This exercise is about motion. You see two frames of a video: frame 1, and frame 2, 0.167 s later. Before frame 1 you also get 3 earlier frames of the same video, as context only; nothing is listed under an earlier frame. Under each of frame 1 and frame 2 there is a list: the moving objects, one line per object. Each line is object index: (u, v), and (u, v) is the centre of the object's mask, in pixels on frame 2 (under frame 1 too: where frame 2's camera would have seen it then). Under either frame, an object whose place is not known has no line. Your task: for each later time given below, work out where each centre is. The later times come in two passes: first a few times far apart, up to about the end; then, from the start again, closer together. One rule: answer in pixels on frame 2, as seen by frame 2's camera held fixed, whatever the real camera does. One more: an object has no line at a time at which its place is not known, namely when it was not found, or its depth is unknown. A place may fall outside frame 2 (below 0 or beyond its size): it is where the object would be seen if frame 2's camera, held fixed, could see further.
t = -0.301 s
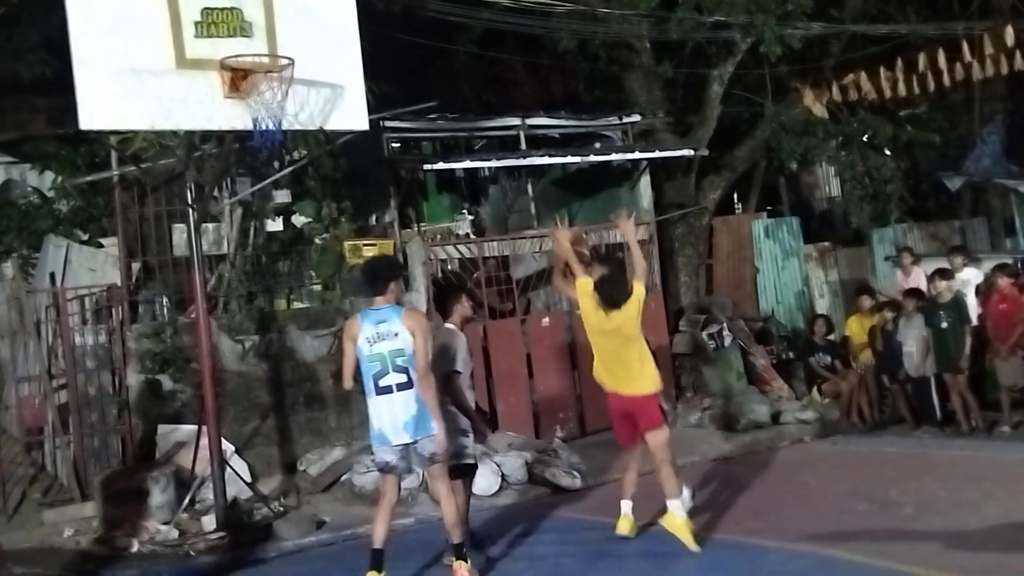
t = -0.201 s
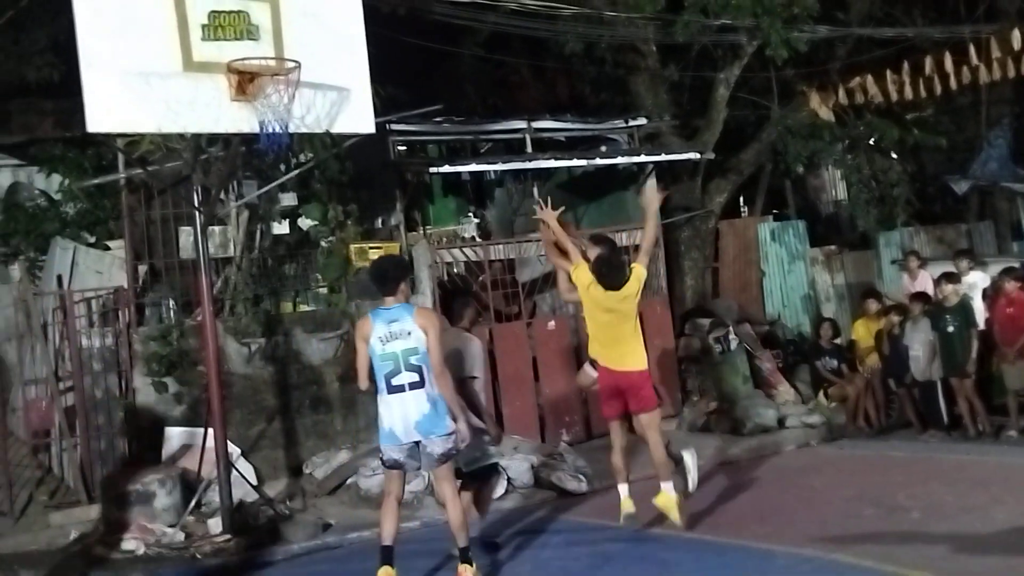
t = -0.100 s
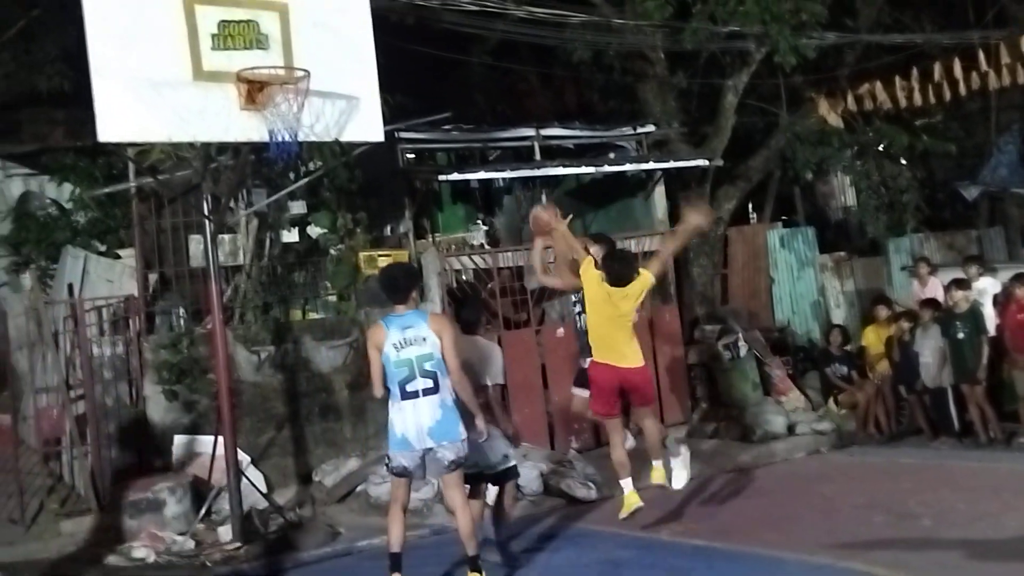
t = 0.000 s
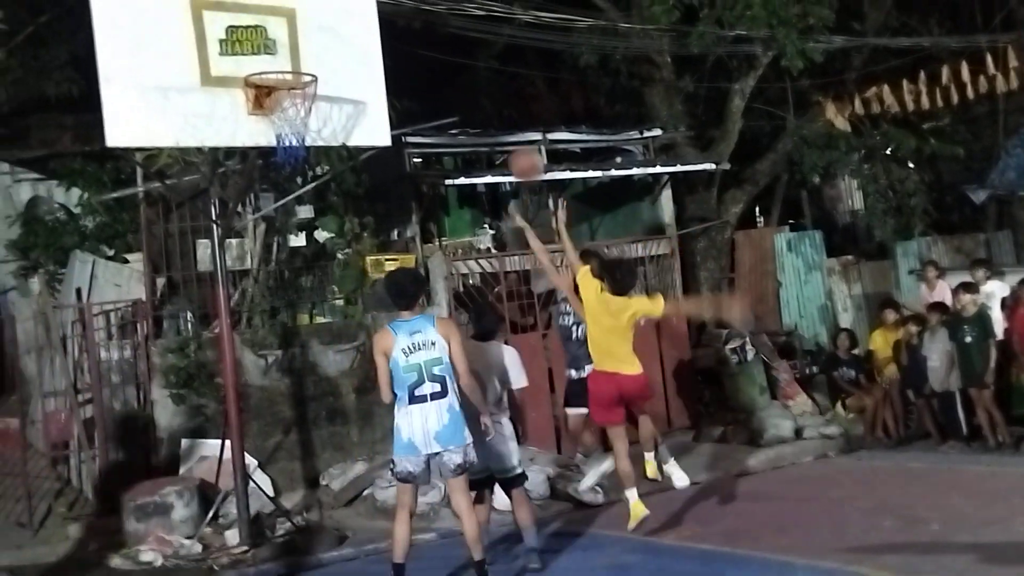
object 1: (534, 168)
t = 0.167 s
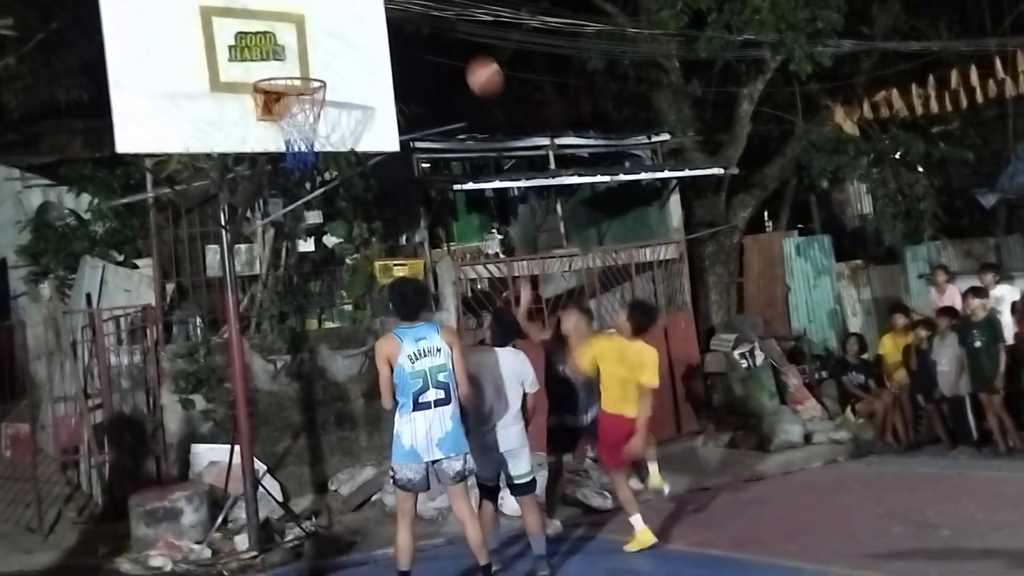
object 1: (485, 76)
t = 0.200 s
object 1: (475, 62)
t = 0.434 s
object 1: (413, 7)
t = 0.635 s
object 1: (366, 14)
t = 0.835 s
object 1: (339, 70)
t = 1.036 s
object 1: (403, 77)
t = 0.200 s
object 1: (475, 62)
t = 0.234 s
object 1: (466, 49)
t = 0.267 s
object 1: (457, 39)
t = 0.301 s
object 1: (448, 29)
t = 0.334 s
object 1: (438, 20)
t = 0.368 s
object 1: (429, 13)
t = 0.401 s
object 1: (421, 9)
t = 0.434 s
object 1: (413, 7)
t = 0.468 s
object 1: (404, 7)
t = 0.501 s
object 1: (398, 6)
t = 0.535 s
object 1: (389, 6)
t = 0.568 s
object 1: (382, 8)
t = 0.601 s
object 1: (374, 10)
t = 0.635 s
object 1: (366, 14)
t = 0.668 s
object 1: (358, 21)
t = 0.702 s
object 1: (352, 30)
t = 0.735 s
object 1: (344, 42)
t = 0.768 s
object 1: (338, 54)
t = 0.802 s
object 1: (332, 70)
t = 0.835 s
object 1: (339, 70)
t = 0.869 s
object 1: (349, 66)
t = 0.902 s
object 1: (359, 65)
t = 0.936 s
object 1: (370, 65)
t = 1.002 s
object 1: (392, 71)
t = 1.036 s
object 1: (403, 77)
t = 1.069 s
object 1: (414, 83)
